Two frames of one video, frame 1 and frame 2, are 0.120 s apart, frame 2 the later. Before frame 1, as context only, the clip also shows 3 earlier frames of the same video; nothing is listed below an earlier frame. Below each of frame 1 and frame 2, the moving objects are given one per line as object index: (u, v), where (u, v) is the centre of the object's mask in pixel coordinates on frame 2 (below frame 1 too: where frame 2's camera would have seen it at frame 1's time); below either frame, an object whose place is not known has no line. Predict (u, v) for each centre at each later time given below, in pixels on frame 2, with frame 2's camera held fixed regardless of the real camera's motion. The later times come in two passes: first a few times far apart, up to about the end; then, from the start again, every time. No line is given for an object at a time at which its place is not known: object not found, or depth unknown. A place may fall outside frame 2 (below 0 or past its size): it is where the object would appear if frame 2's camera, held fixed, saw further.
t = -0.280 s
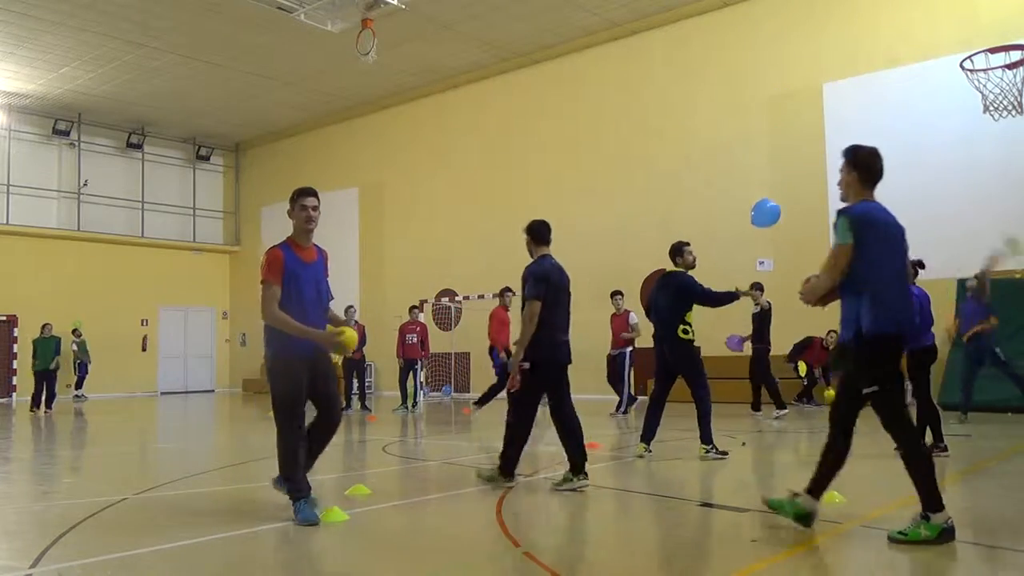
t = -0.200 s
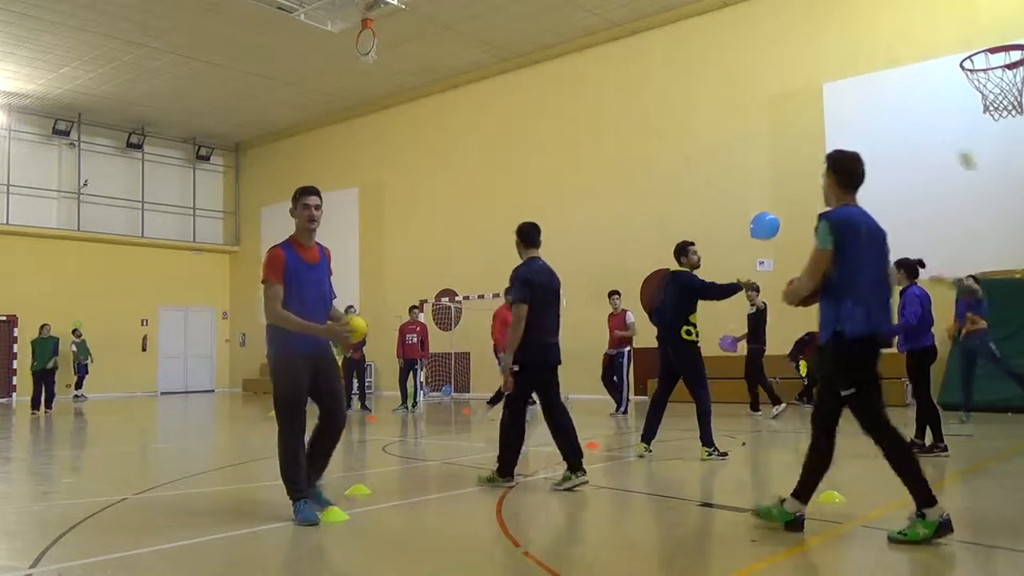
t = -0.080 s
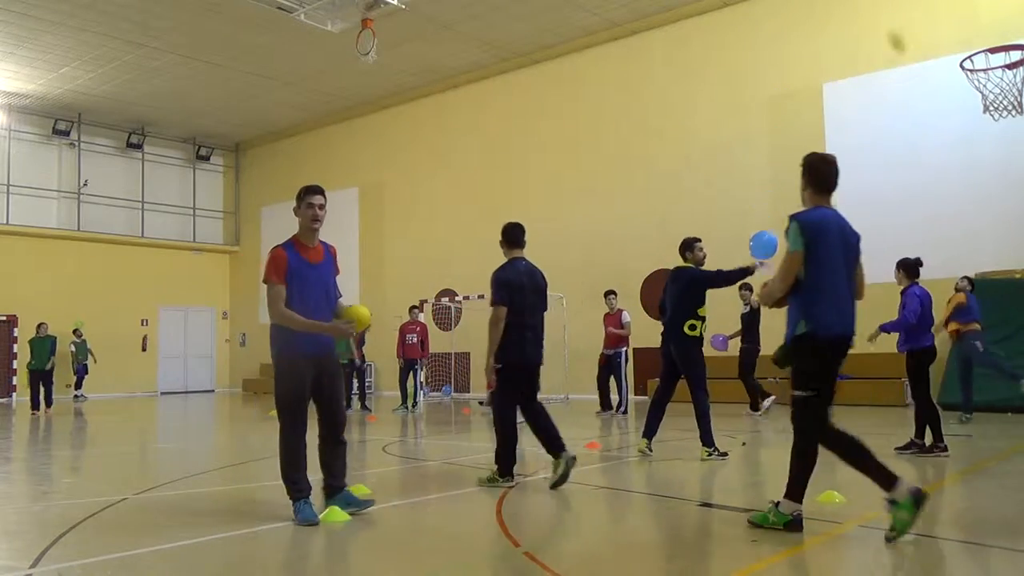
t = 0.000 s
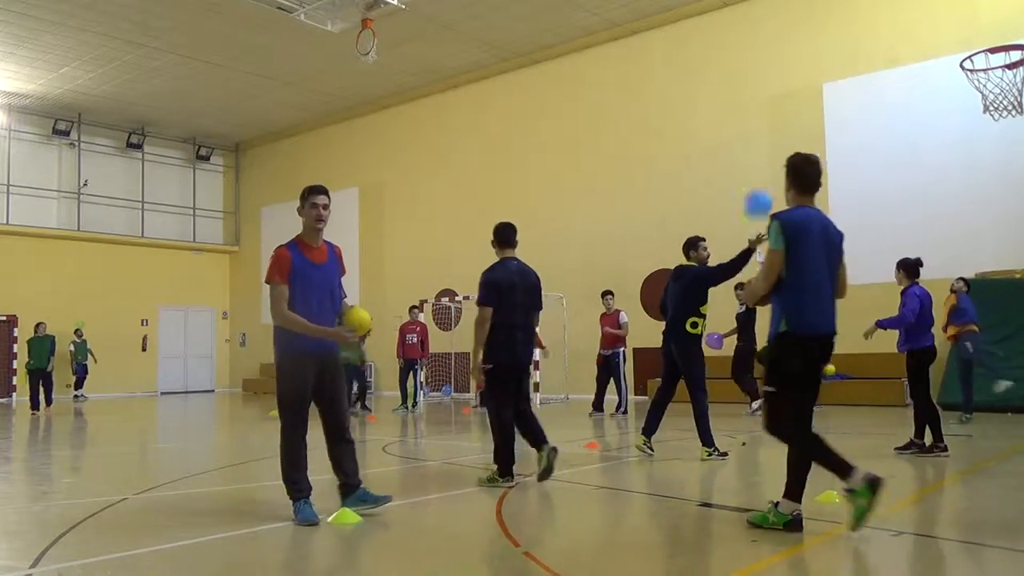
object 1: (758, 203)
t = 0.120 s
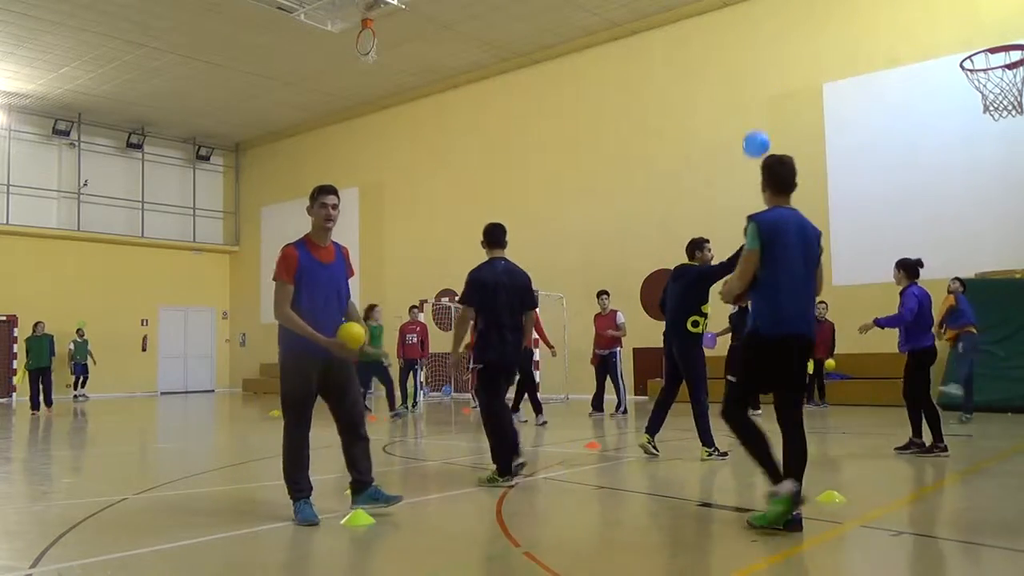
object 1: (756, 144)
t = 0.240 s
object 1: (757, 112)
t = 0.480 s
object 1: (759, 87)
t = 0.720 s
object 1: (758, 80)
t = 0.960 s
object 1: (757, 87)
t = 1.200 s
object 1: (758, 107)
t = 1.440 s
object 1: (759, 138)
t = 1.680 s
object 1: (761, 172)
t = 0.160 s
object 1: (756, 131)
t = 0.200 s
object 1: (756, 120)
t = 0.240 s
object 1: (757, 112)
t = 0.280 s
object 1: (758, 105)
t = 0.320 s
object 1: (759, 100)
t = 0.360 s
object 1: (759, 96)
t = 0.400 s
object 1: (759, 93)
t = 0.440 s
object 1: (759, 89)
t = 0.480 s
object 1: (759, 87)
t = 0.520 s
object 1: (760, 85)
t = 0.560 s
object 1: (759, 83)
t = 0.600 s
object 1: (759, 82)
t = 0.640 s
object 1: (759, 81)
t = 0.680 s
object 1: (759, 80)
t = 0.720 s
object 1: (758, 80)
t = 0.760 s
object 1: (758, 80)
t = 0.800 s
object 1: (758, 81)
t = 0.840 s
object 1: (758, 82)
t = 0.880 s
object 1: (758, 83)
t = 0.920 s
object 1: (758, 85)
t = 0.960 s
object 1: (757, 87)
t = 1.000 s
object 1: (757, 89)
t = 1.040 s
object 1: (758, 92)
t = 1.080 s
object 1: (757, 95)
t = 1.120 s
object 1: (758, 99)
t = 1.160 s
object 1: (758, 103)
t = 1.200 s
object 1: (758, 107)
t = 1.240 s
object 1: (758, 111)
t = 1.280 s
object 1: (758, 116)
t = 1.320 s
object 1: (758, 121)
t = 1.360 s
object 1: (758, 126)
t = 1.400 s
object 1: (758, 132)
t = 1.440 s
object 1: (759, 138)
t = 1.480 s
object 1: (759, 143)
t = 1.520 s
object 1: (759, 149)
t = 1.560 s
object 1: (760, 155)
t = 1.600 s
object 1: (760, 161)
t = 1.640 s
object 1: (761, 166)
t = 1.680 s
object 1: (761, 172)
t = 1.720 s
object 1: (763, 178)
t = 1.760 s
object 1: (763, 185)
